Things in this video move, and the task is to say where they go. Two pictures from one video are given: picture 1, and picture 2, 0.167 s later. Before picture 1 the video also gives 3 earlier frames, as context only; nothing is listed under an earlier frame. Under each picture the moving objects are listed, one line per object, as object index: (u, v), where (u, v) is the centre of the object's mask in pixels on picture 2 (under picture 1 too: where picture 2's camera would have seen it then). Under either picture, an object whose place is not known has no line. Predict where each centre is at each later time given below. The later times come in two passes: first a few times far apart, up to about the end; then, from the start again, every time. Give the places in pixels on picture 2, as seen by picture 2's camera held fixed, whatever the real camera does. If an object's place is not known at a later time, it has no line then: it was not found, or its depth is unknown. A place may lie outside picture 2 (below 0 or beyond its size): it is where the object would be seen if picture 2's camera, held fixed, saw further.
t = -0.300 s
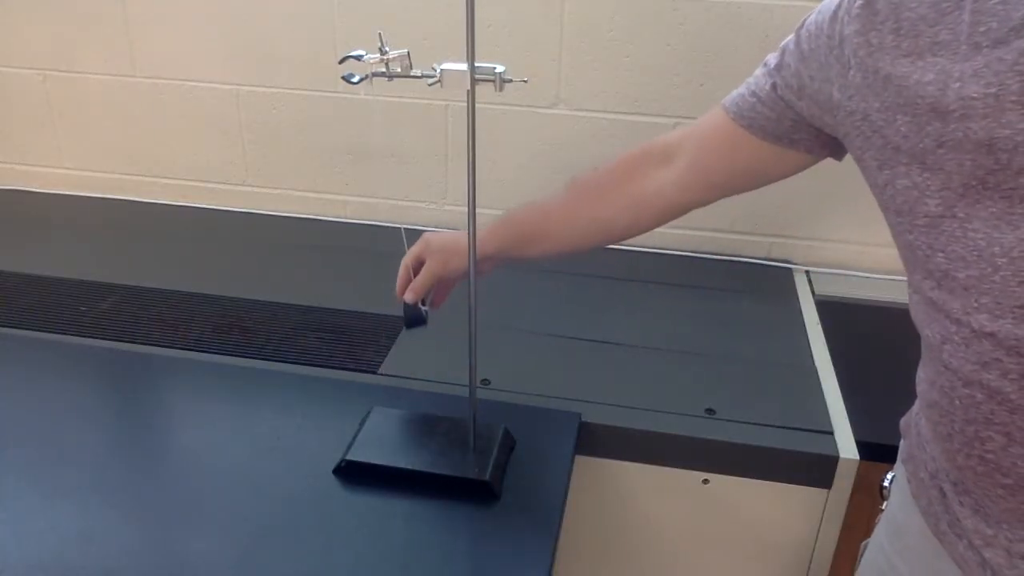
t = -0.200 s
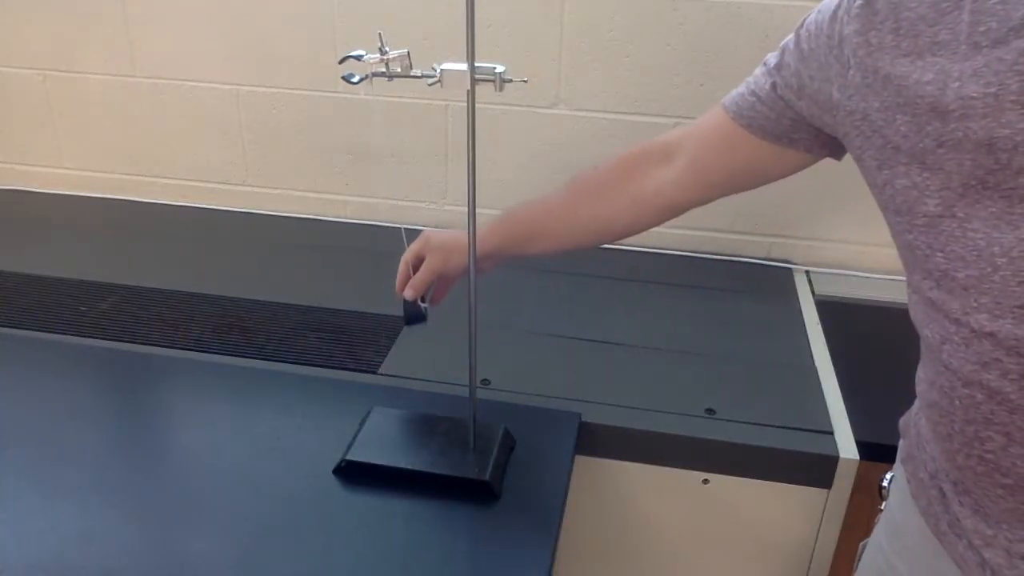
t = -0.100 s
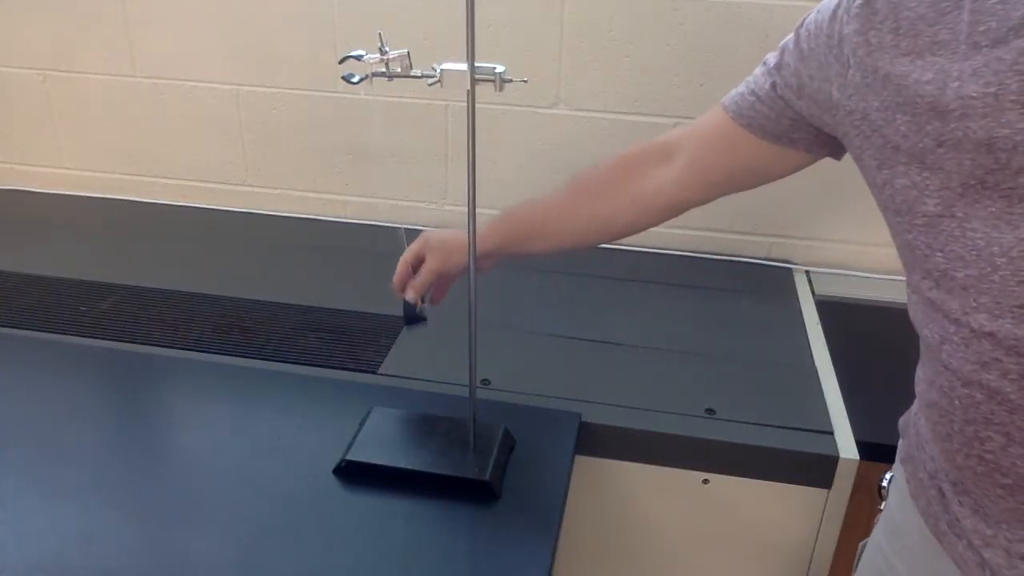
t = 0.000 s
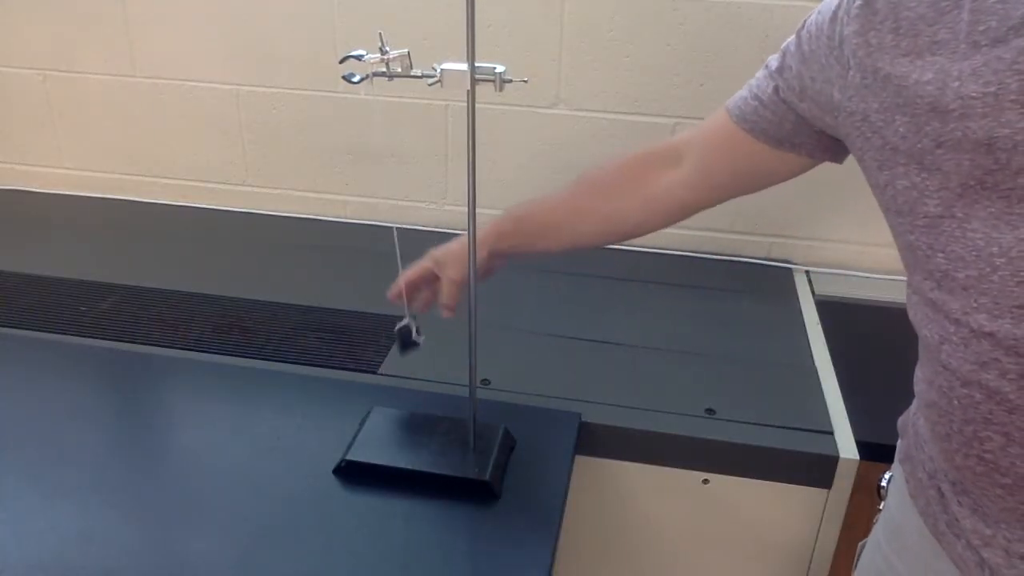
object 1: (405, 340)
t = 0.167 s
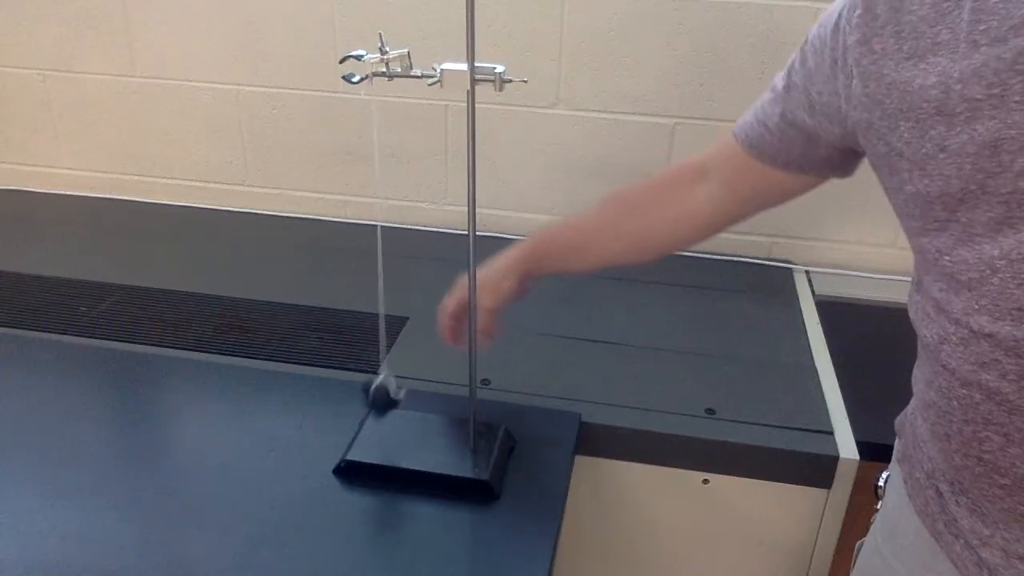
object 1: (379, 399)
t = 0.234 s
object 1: (367, 419)
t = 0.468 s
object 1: (346, 451)
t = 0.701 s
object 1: (377, 420)
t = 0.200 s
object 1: (372, 410)
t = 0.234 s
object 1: (367, 419)
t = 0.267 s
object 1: (362, 428)
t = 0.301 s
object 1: (356, 435)
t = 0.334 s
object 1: (351, 441)
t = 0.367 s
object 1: (348, 443)
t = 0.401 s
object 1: (346, 446)
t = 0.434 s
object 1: (345, 450)
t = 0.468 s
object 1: (346, 451)
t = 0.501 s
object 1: (348, 452)
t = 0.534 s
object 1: (351, 451)
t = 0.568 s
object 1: (354, 448)
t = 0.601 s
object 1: (359, 442)
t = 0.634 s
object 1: (365, 435)
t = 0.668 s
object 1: (371, 427)
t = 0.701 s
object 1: (377, 420)
